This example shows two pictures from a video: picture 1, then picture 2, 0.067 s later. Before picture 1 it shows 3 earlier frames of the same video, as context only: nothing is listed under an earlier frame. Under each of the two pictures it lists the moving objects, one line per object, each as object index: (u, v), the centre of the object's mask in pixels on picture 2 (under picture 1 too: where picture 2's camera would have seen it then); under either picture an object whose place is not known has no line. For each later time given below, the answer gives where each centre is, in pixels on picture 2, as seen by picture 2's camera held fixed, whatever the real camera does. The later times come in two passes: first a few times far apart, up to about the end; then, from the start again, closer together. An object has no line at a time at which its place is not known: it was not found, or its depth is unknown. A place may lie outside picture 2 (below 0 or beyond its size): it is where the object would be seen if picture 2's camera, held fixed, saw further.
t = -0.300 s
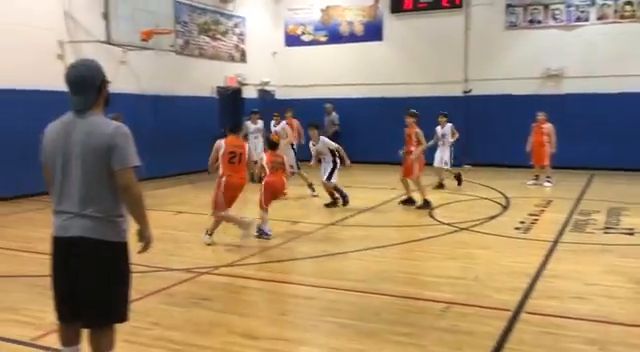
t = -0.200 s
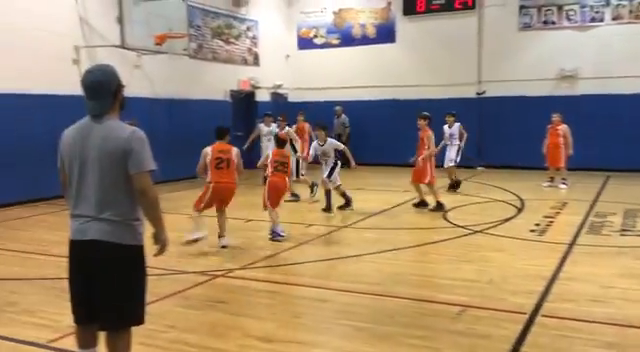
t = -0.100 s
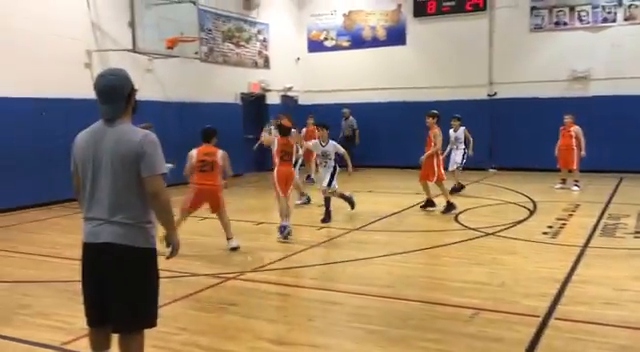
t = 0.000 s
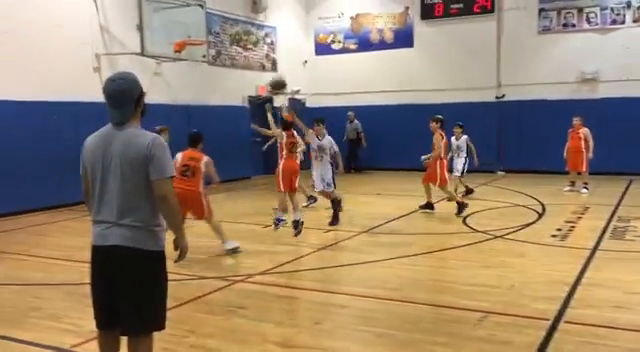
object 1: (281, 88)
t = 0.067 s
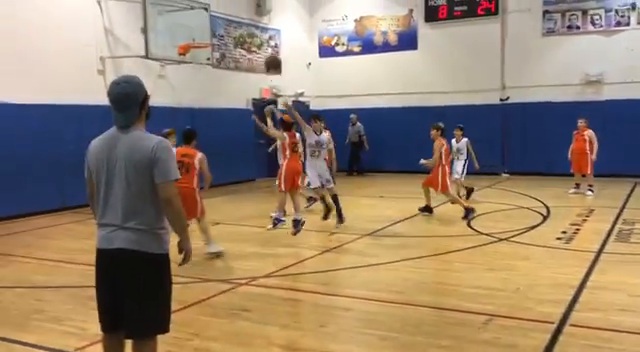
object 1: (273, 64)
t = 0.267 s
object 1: (250, 14)
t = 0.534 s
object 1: (225, -3)
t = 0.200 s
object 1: (257, 27)
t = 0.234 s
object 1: (253, 20)
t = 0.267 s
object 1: (250, 14)
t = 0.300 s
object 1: (247, 9)
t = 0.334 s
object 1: (243, 5)
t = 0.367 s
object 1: (240, 2)
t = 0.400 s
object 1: (236, -1)
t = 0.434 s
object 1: (233, -3)
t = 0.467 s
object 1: (230, -3)
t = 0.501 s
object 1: (228, -4)
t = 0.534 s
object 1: (225, -3)
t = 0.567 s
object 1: (222, -2)
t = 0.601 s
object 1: (220, -1)
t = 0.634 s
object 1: (217, 1)
